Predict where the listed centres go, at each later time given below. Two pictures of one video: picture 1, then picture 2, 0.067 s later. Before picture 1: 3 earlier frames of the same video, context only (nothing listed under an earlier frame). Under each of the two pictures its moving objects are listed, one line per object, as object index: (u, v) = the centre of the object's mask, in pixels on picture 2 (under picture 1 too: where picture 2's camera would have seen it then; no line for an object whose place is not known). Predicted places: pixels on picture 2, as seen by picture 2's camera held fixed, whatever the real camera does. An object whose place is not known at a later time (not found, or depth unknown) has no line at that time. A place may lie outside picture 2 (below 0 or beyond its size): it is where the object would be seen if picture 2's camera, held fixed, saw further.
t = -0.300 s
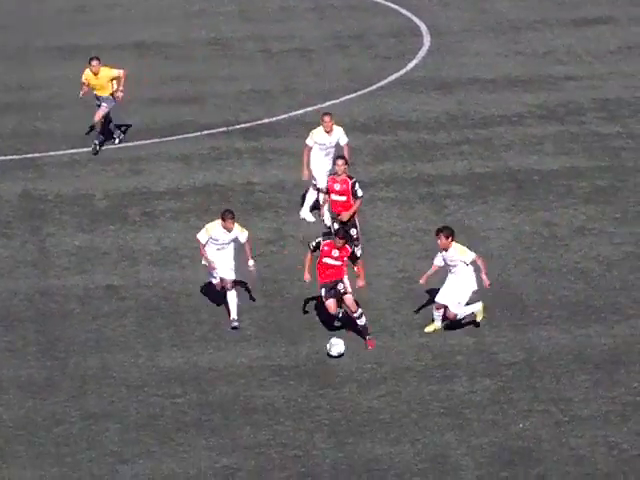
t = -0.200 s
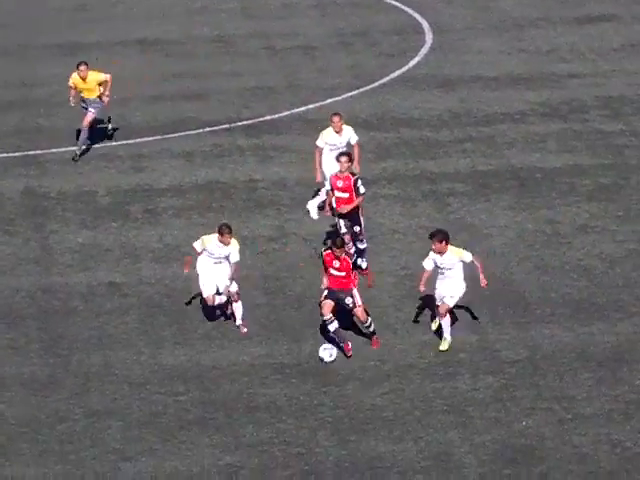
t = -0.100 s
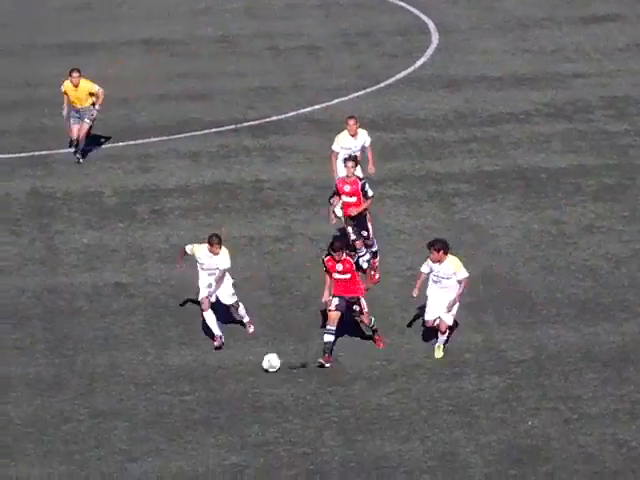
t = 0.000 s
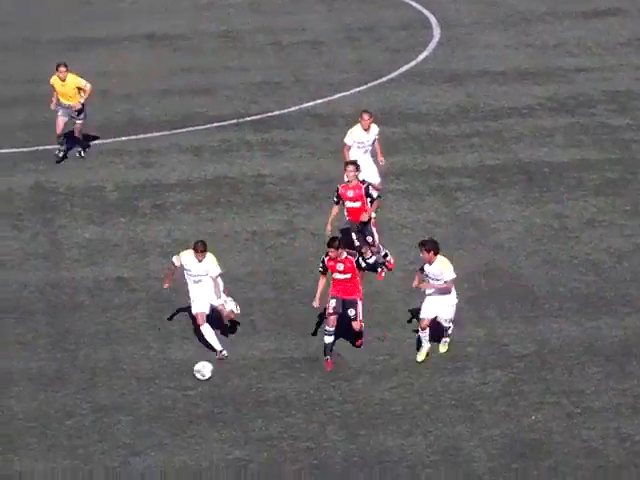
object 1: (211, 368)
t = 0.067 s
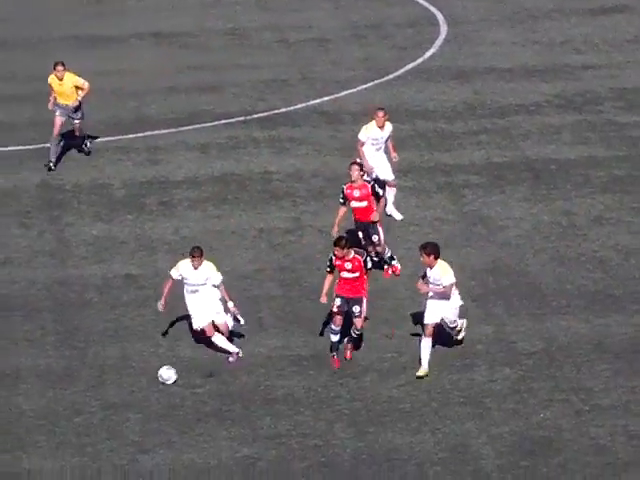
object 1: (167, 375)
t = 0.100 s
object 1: (145, 379)
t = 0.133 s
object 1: (125, 382)
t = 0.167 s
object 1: (104, 386)
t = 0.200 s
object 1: (85, 388)
